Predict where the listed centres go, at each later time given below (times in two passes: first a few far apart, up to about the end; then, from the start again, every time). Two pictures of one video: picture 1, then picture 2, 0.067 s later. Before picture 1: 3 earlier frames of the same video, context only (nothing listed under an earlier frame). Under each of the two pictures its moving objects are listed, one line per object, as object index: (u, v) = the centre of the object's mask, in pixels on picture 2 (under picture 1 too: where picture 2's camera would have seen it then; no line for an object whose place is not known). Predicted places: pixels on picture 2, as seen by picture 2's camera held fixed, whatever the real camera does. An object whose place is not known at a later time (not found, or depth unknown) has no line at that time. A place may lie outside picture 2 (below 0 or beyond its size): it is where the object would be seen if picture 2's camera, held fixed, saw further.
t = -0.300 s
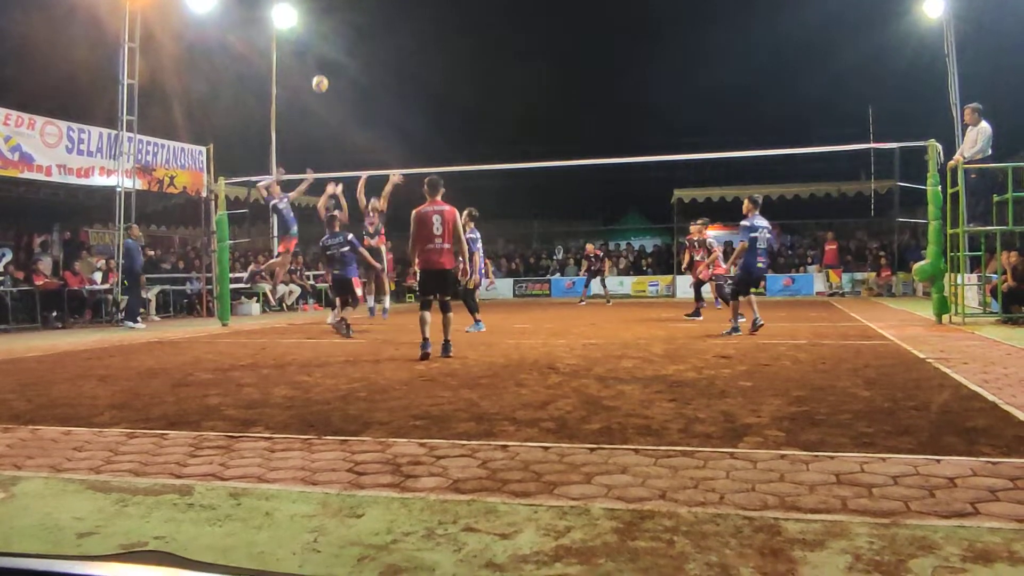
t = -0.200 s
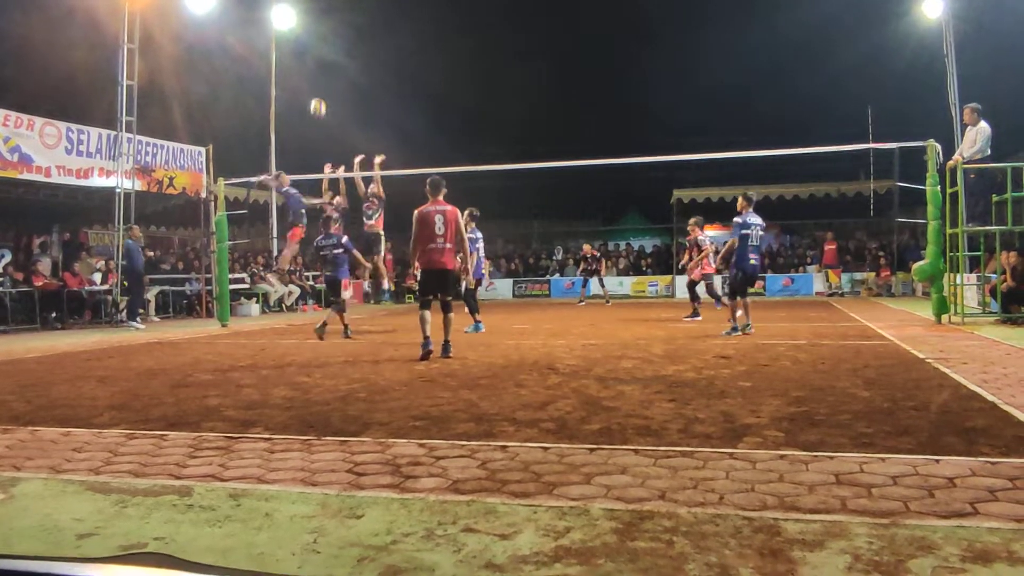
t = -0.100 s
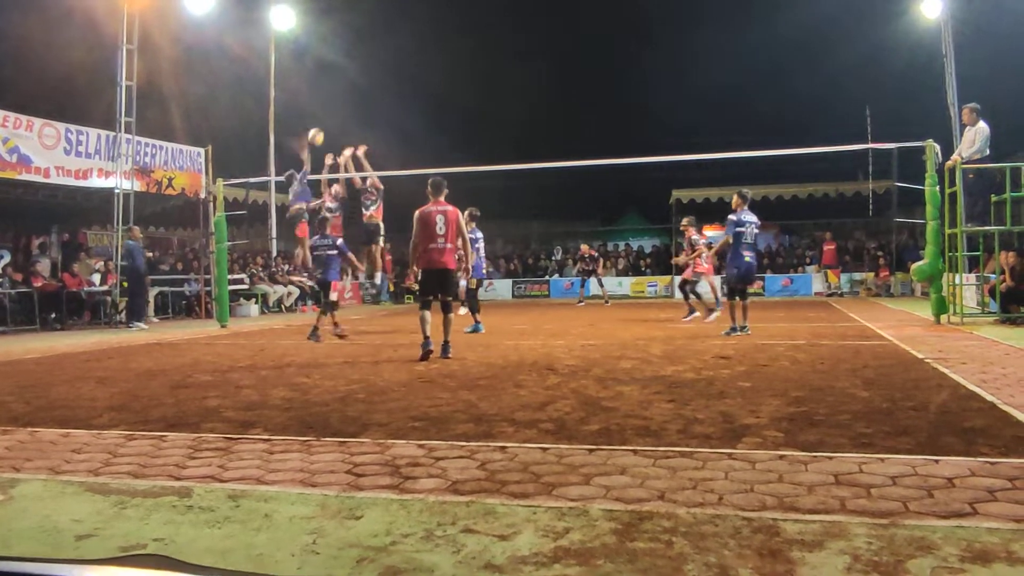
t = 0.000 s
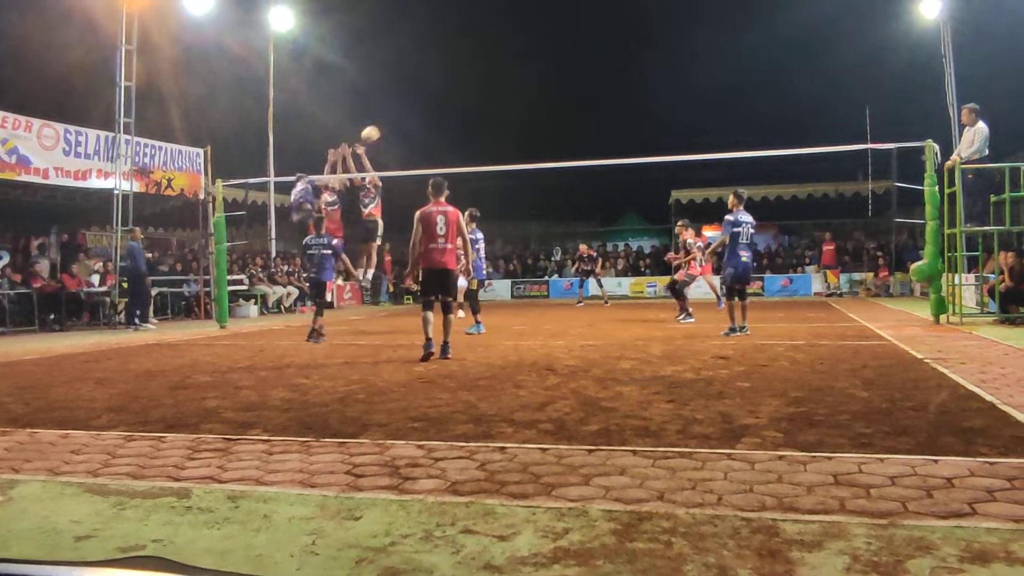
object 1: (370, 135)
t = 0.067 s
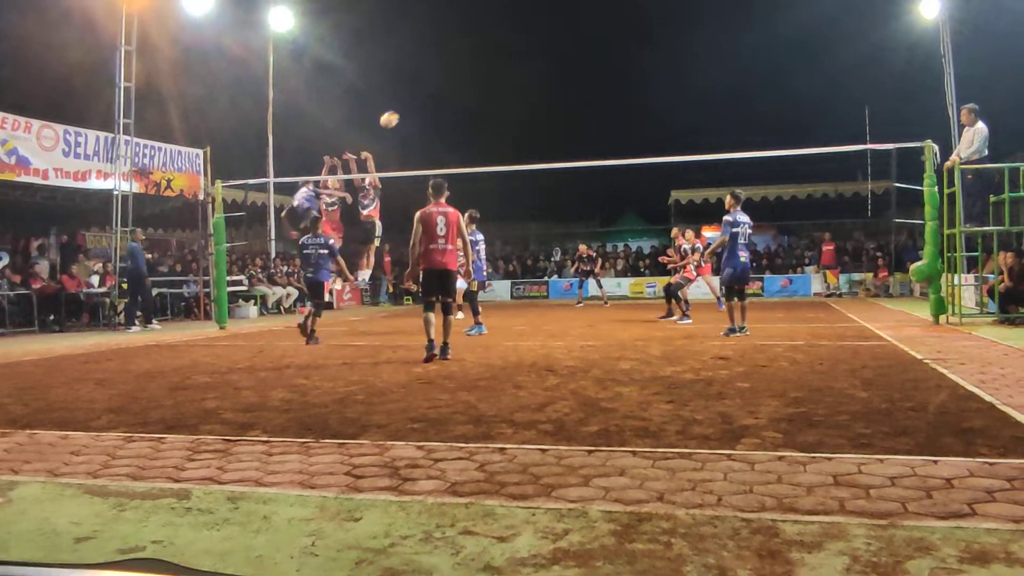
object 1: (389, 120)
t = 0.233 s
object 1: (441, 92)
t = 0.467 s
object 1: (521, 83)
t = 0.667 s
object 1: (596, 106)
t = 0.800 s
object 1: (649, 138)
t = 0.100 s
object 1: (399, 112)
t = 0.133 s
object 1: (410, 106)
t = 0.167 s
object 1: (419, 101)
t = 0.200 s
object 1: (430, 96)
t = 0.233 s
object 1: (441, 92)
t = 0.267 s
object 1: (451, 88)
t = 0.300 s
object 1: (463, 86)
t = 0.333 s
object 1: (474, 83)
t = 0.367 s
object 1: (485, 82)
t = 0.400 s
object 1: (497, 81)
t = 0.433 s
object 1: (508, 82)
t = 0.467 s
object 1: (521, 83)
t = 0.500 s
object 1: (532, 85)
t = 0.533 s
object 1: (544, 87)
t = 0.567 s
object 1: (557, 90)
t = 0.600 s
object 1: (569, 95)
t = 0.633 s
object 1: (582, 100)
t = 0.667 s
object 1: (596, 106)
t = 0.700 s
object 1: (608, 112)
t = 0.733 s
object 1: (622, 120)
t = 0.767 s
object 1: (635, 129)
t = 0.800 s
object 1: (649, 138)
